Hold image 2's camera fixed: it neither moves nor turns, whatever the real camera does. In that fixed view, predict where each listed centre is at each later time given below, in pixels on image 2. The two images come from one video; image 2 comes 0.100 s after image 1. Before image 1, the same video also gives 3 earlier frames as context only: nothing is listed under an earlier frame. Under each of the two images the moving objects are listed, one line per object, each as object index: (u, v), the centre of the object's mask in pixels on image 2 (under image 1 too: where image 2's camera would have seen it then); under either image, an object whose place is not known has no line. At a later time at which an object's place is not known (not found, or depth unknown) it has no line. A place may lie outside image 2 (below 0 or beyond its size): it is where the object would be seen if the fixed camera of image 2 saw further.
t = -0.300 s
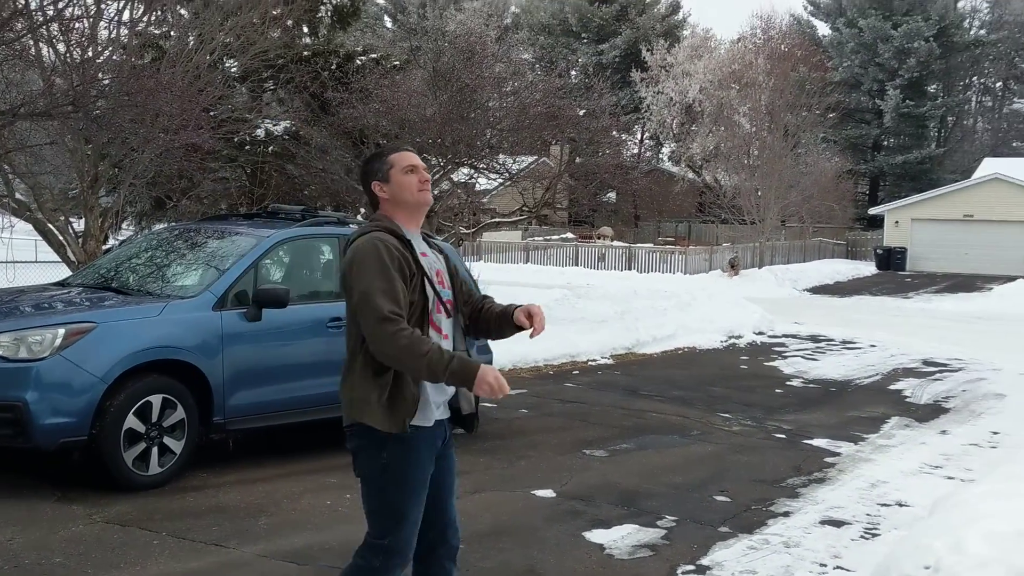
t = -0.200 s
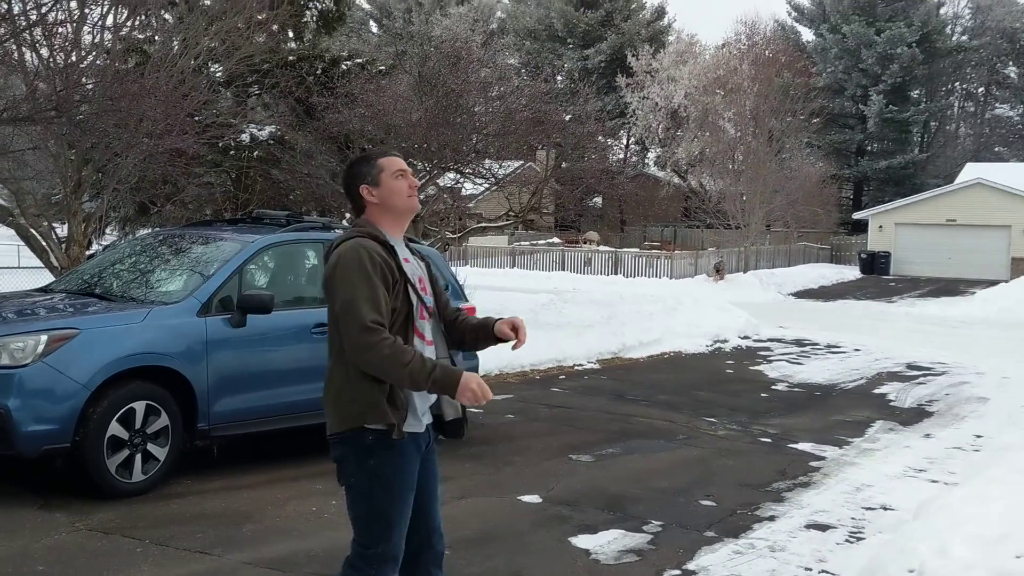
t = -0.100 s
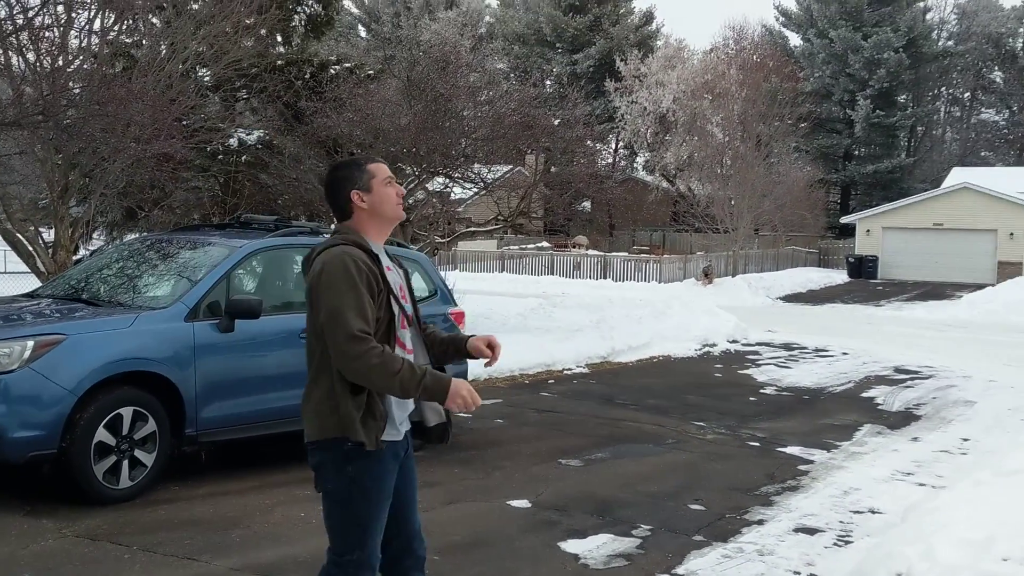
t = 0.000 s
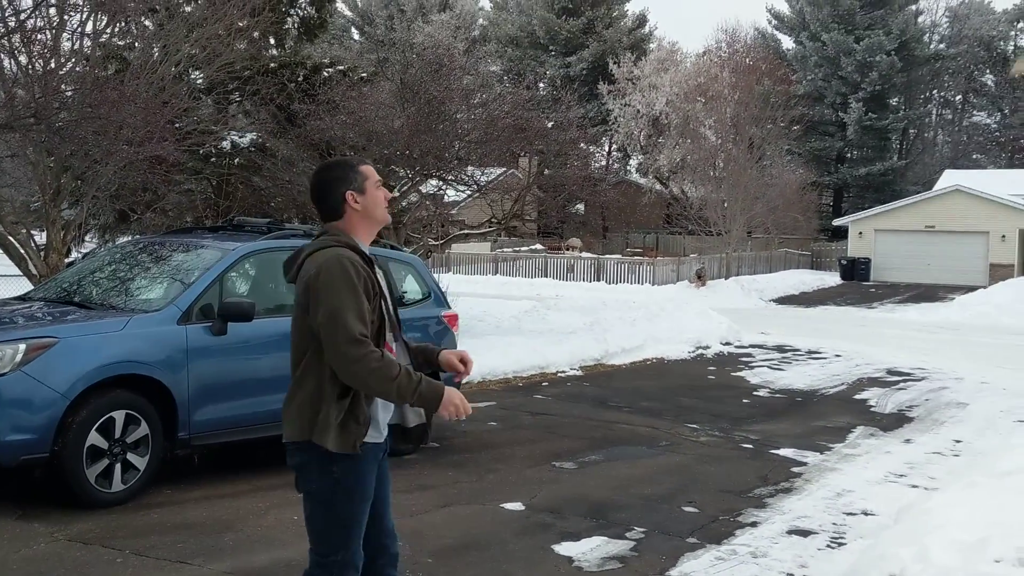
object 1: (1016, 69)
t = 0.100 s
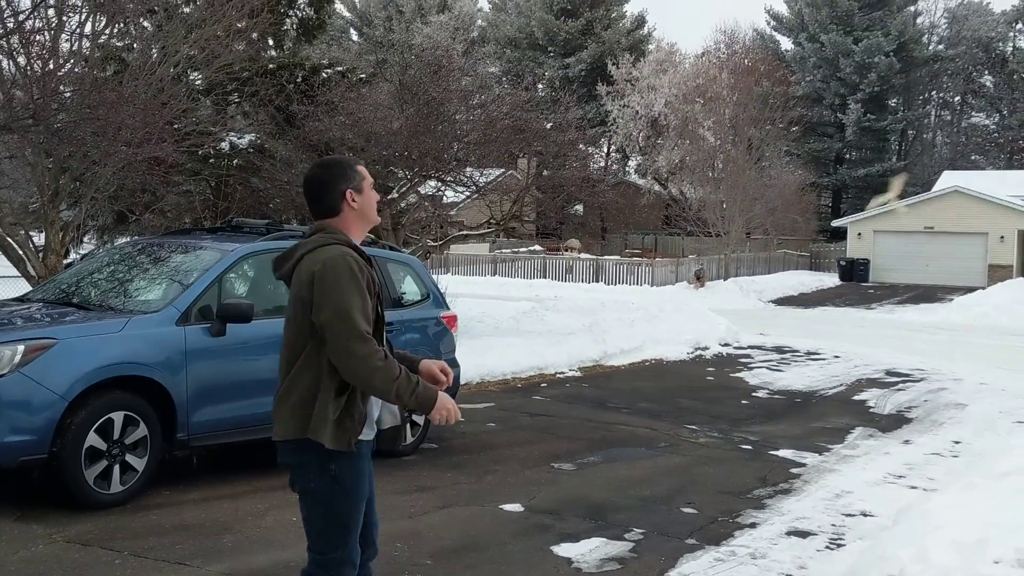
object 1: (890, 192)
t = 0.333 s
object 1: (578, 393)
